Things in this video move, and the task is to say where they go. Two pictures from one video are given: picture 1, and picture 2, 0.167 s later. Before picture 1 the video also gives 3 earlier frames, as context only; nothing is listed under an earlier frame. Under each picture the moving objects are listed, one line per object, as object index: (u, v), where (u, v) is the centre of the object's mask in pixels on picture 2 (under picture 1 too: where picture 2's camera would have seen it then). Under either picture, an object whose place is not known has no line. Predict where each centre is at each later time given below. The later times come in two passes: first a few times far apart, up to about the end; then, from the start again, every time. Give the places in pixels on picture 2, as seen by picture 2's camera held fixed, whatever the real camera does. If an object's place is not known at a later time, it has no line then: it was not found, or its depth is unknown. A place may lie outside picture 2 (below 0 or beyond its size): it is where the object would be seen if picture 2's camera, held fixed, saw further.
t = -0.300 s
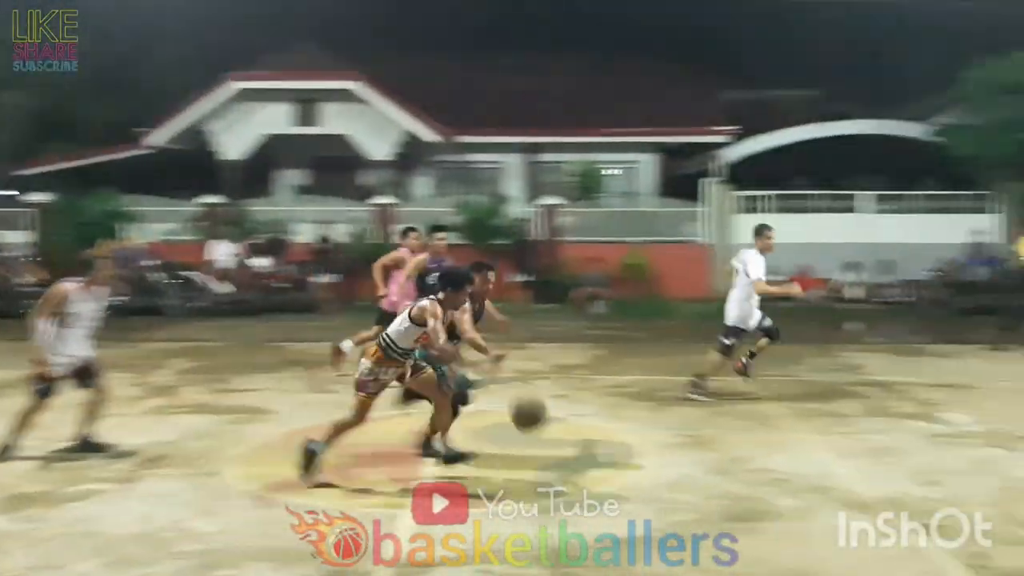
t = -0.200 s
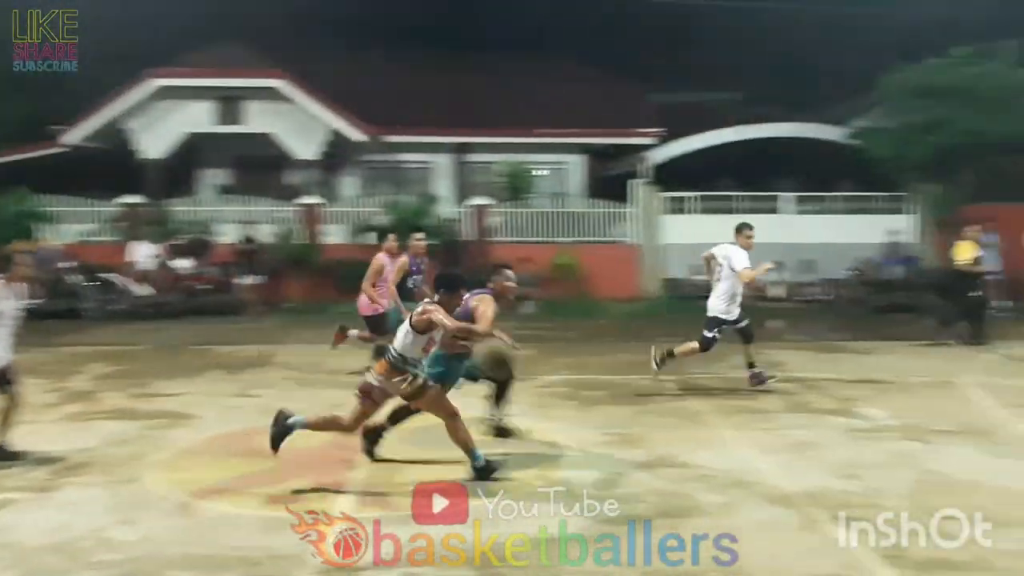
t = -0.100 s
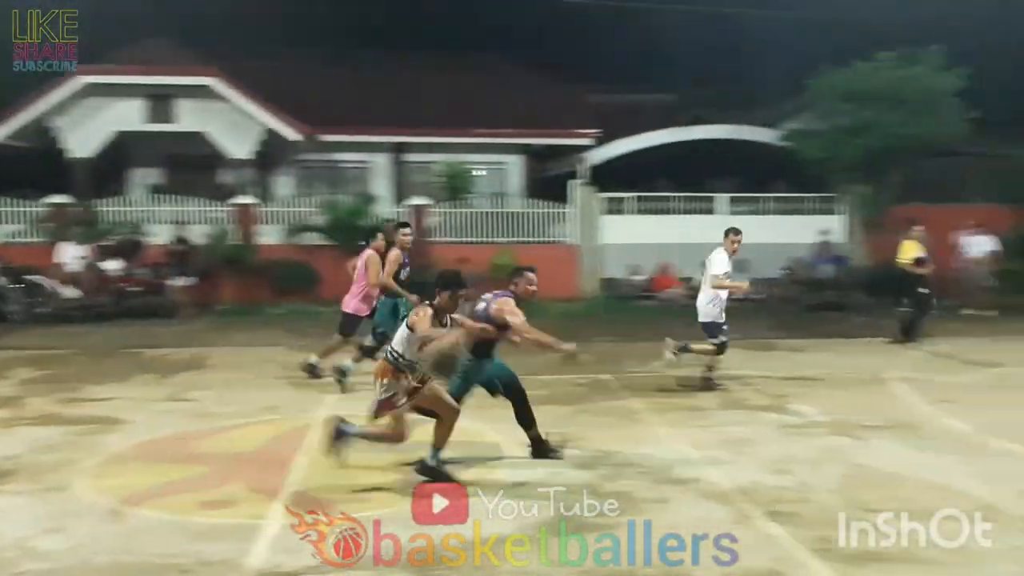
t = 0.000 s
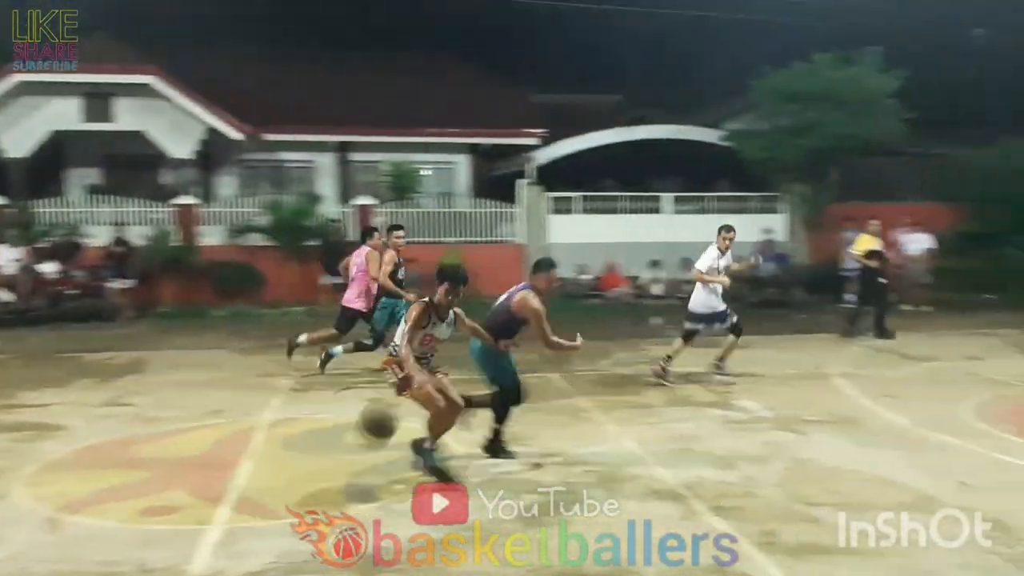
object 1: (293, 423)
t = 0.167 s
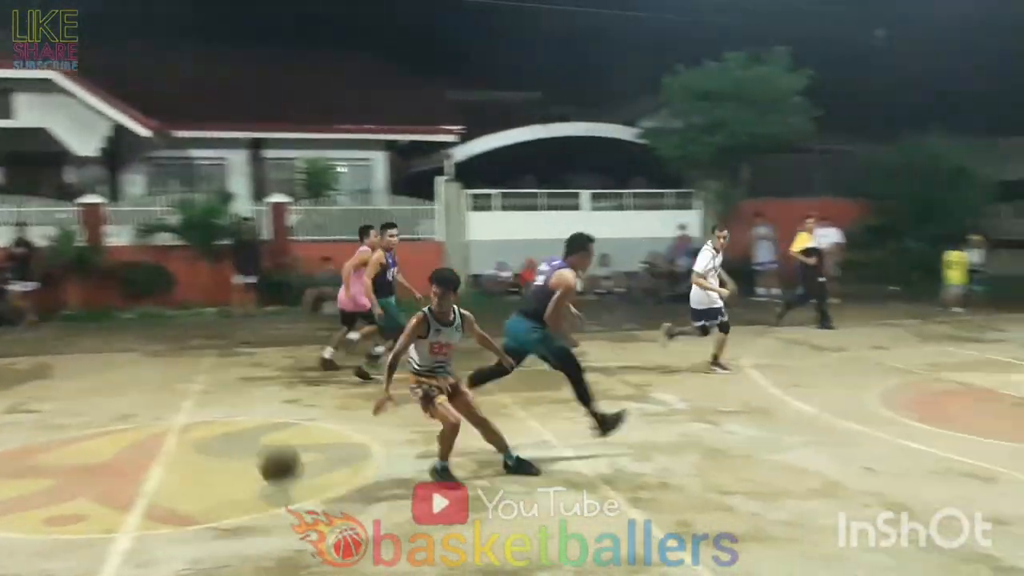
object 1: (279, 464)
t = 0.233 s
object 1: (277, 425)
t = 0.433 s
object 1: (272, 348)
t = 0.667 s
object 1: (270, 344)
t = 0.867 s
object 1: (272, 414)
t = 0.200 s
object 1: (279, 443)
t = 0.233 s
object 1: (277, 425)
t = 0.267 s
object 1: (276, 409)
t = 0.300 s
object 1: (275, 393)
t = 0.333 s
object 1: (273, 382)
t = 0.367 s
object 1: (273, 367)
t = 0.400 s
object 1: (273, 356)
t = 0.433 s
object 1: (272, 348)
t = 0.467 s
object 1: (272, 342)
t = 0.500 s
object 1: (270, 338)
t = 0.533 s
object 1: (270, 336)
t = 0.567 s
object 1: (270, 336)
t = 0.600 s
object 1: (270, 337)
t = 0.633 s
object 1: (270, 340)
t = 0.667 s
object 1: (270, 344)
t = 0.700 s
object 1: (270, 351)
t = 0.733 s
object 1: (270, 359)
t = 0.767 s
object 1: (269, 372)
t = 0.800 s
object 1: (269, 385)
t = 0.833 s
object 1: (270, 400)
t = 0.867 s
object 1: (272, 414)
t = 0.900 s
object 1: (272, 432)
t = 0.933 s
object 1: (273, 452)
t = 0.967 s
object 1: (275, 474)
